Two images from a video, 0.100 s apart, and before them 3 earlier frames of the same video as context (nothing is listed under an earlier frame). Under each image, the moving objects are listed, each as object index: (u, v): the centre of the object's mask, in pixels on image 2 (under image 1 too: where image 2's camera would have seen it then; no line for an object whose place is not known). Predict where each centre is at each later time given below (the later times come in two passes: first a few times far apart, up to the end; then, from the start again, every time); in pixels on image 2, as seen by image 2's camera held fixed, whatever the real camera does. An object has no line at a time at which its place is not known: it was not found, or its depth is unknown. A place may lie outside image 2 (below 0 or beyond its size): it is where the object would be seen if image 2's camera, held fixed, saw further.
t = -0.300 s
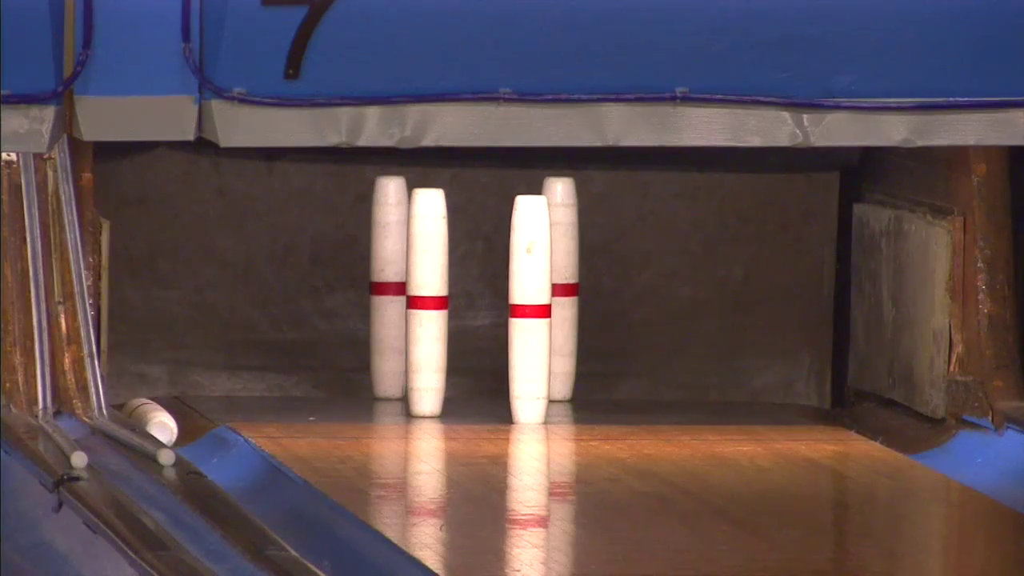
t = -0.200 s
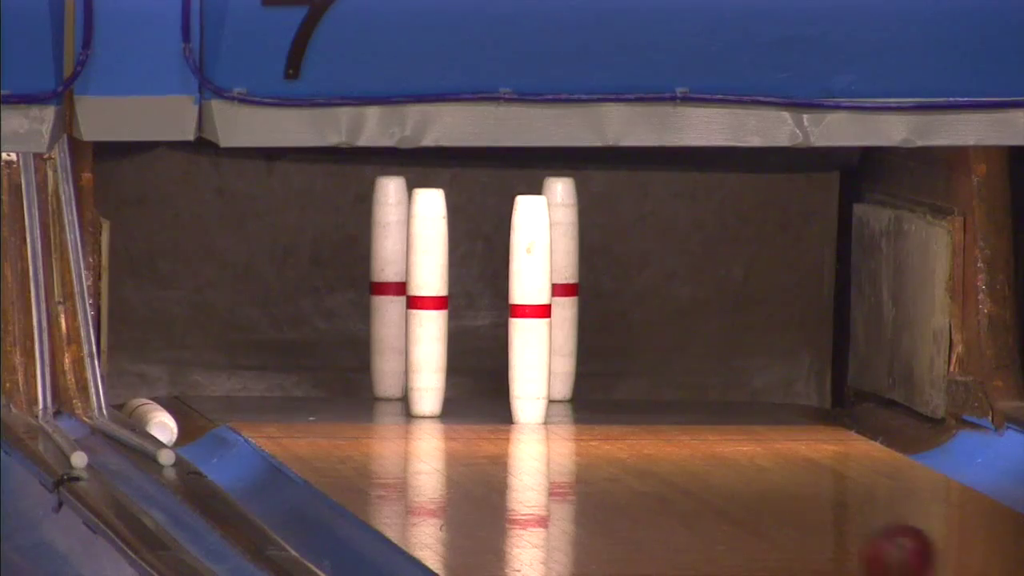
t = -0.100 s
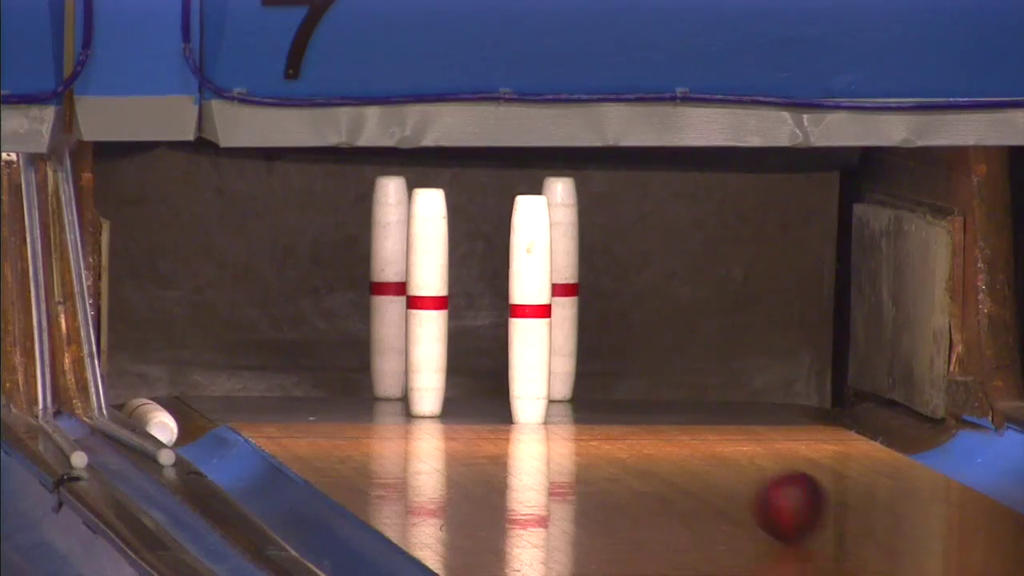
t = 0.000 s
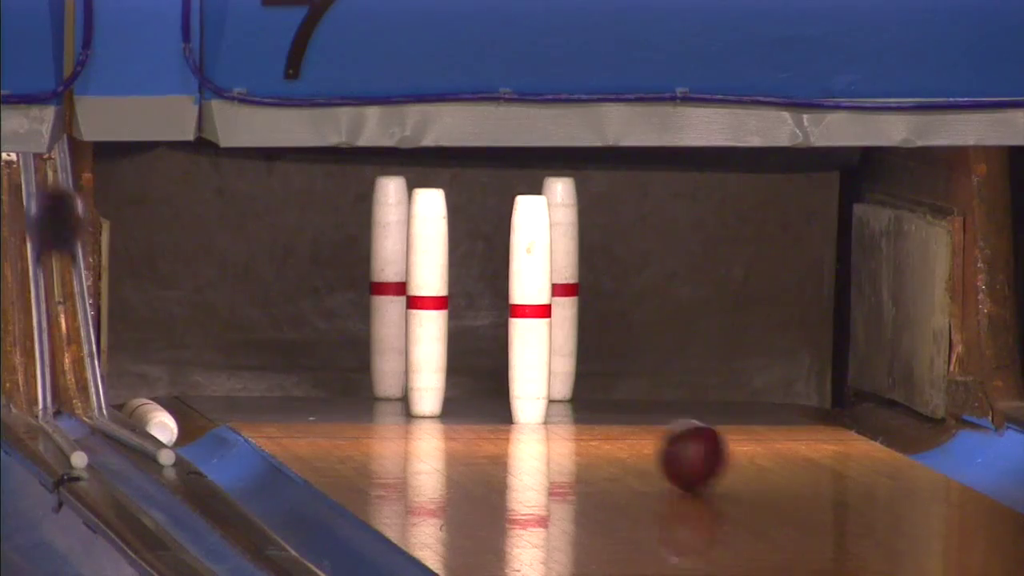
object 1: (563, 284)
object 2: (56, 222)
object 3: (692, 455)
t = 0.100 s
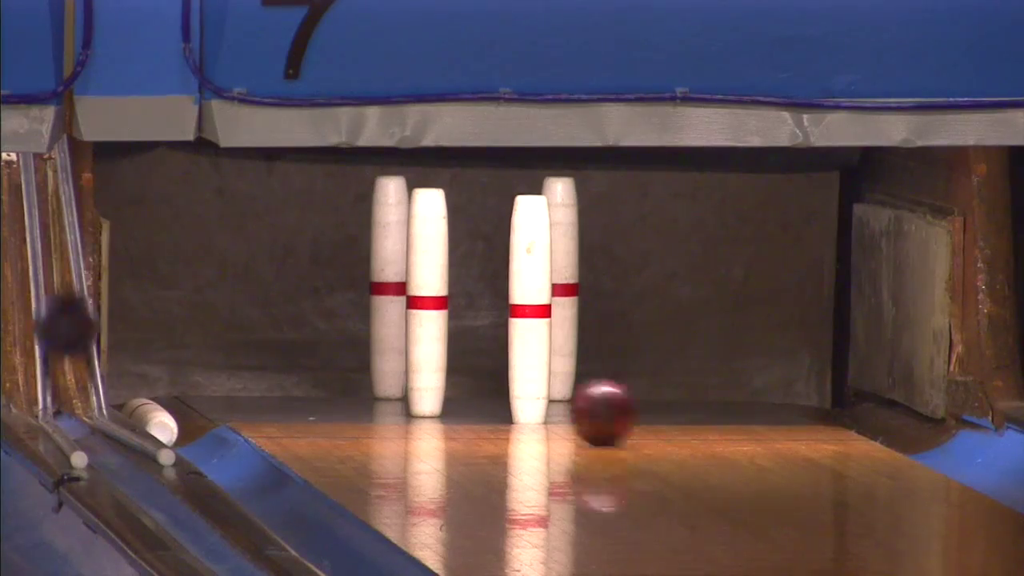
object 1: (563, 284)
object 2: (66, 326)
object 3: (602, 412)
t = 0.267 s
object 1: (557, 282)
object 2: (90, 407)
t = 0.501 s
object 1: (546, 289)
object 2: (122, 443)
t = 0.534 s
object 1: (545, 288)
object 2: (127, 447)
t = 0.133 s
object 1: (564, 271)
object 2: (69, 365)
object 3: (576, 401)
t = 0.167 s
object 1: (564, 265)
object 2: (75, 394)
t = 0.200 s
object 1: (561, 265)
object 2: (80, 398)
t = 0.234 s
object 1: (557, 275)
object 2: (85, 403)
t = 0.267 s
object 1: (557, 282)
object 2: (90, 407)
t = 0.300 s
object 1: (557, 287)
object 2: (95, 412)
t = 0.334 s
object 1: (556, 289)
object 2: (99, 417)
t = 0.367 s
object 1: (553, 288)
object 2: (104, 423)
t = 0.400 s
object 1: (550, 289)
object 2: (109, 429)
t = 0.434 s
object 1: (548, 289)
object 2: (113, 435)
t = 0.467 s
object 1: (546, 289)
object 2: (119, 440)
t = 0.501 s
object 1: (546, 289)
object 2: (122, 443)
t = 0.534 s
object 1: (545, 288)
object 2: (127, 447)
